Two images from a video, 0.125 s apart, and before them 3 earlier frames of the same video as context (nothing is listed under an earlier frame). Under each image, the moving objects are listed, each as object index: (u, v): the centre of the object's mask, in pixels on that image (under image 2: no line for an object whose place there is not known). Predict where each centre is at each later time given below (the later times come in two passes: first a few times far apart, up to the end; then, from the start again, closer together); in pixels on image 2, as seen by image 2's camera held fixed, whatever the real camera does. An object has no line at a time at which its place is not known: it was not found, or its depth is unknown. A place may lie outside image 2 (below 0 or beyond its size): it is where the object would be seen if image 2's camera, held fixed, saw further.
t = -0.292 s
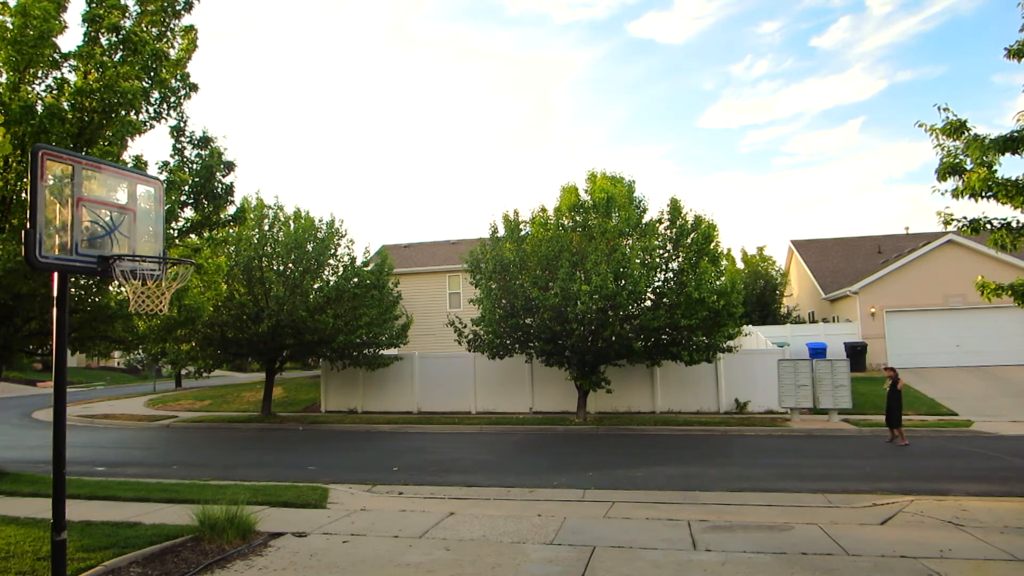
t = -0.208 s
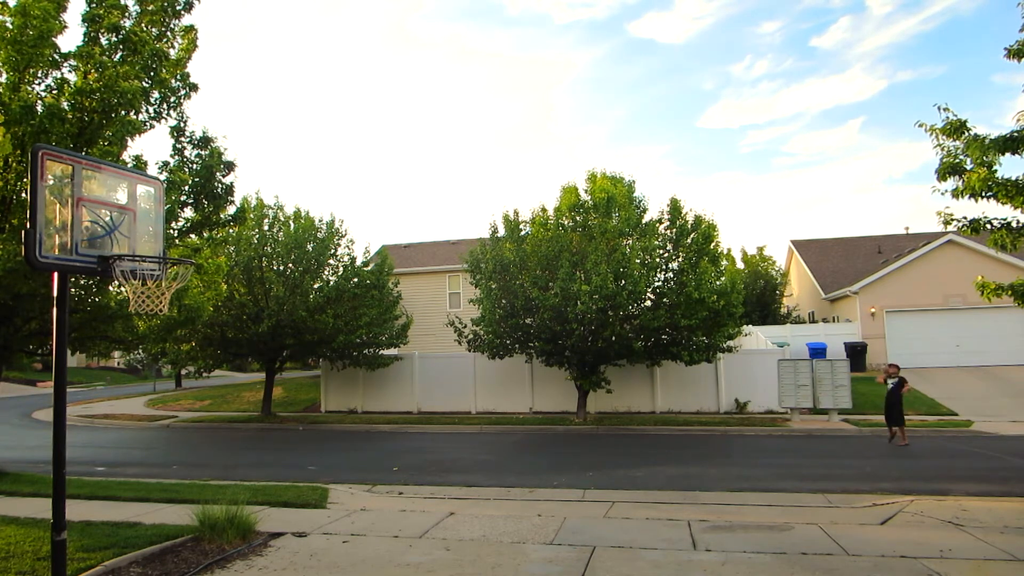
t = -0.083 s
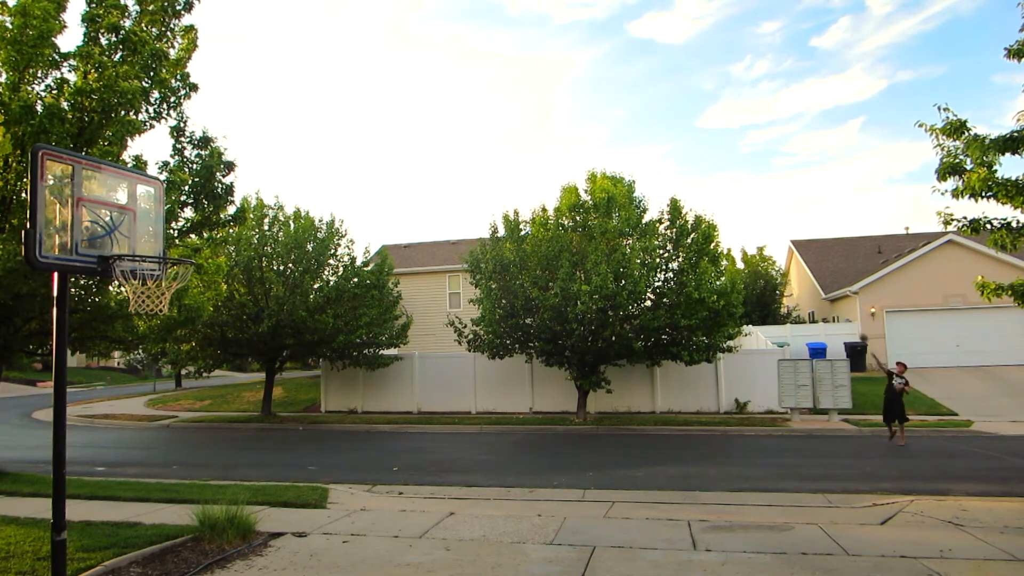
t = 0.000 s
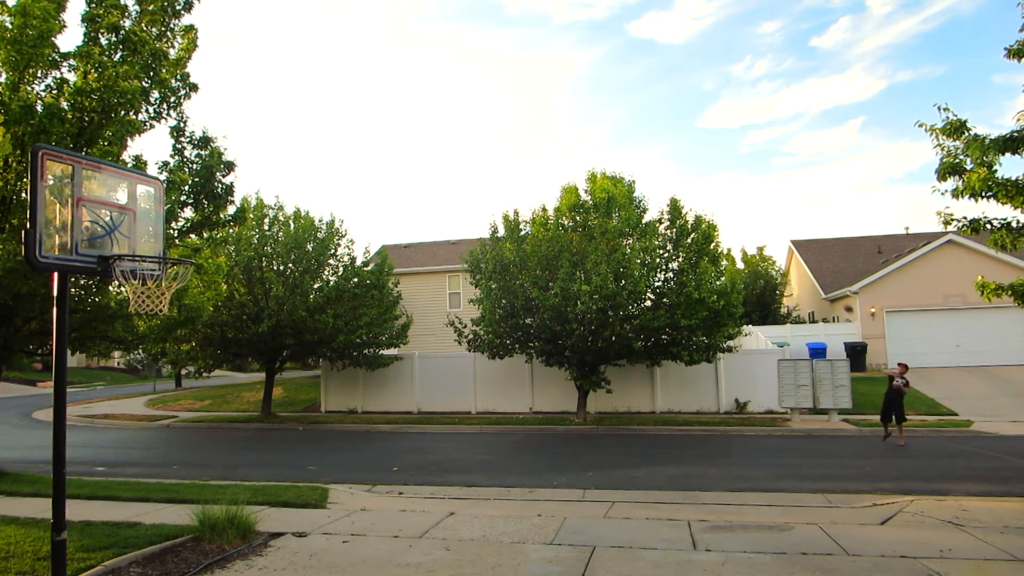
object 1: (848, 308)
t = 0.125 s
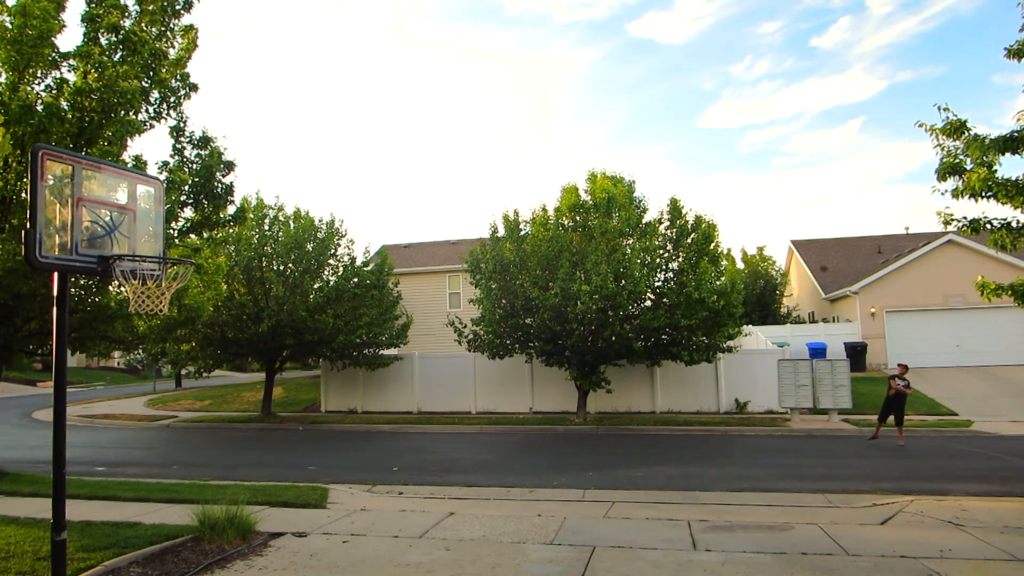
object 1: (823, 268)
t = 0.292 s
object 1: (785, 216)
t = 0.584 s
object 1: (699, 147)
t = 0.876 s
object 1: (569, 116)
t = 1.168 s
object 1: (345, 163)
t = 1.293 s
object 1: (185, 235)
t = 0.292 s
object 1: (785, 216)
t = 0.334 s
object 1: (775, 205)
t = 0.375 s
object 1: (763, 194)
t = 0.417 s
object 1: (752, 183)
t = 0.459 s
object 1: (740, 173)
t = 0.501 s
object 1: (727, 163)
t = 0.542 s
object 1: (713, 155)
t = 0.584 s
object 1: (699, 147)
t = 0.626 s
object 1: (684, 140)
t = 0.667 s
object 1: (668, 133)
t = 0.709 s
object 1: (651, 127)
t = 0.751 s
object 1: (633, 123)
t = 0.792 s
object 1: (612, 120)
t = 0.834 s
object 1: (592, 117)
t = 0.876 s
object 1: (569, 116)
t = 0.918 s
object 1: (545, 116)
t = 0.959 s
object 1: (519, 119)
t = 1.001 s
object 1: (490, 123)
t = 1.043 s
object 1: (459, 129)
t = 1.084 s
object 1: (425, 137)
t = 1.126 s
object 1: (387, 148)
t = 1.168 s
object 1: (345, 163)
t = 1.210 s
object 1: (298, 182)
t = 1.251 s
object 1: (246, 206)
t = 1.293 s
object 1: (185, 235)
